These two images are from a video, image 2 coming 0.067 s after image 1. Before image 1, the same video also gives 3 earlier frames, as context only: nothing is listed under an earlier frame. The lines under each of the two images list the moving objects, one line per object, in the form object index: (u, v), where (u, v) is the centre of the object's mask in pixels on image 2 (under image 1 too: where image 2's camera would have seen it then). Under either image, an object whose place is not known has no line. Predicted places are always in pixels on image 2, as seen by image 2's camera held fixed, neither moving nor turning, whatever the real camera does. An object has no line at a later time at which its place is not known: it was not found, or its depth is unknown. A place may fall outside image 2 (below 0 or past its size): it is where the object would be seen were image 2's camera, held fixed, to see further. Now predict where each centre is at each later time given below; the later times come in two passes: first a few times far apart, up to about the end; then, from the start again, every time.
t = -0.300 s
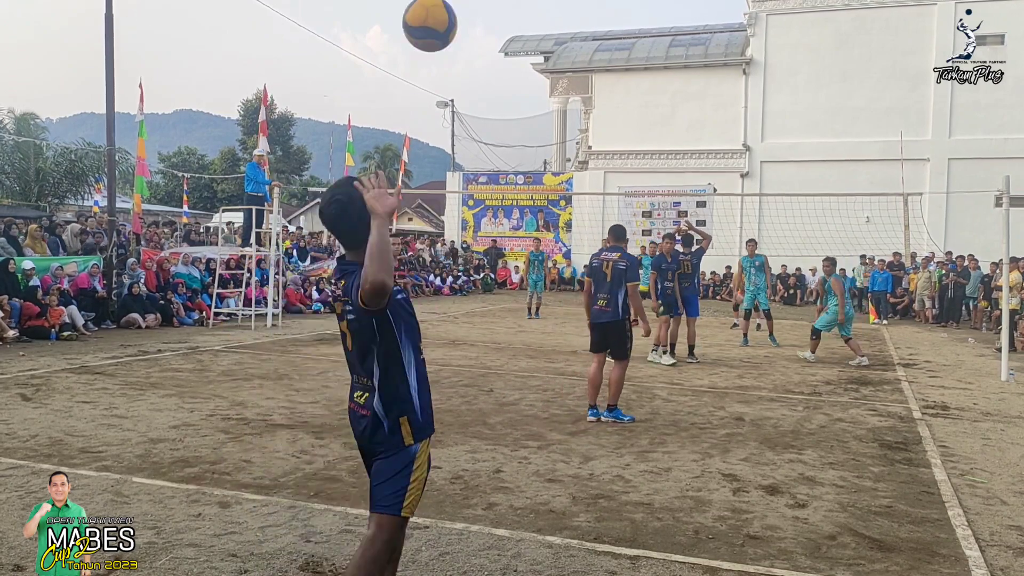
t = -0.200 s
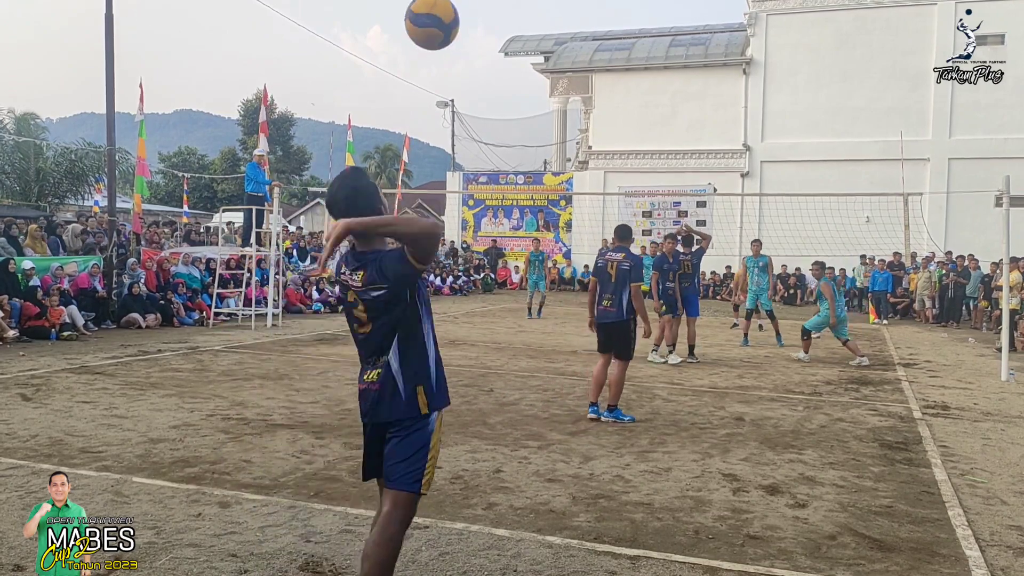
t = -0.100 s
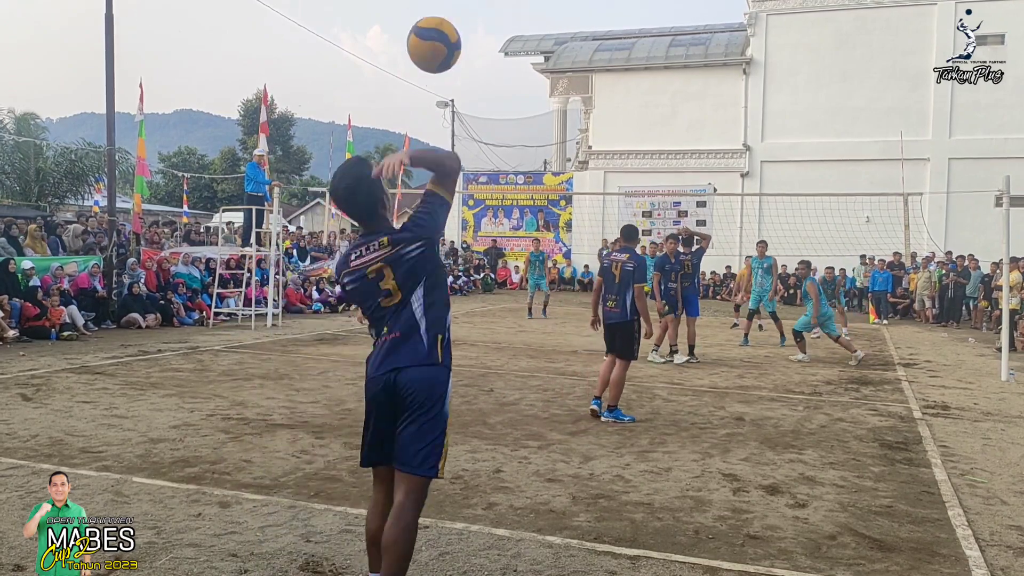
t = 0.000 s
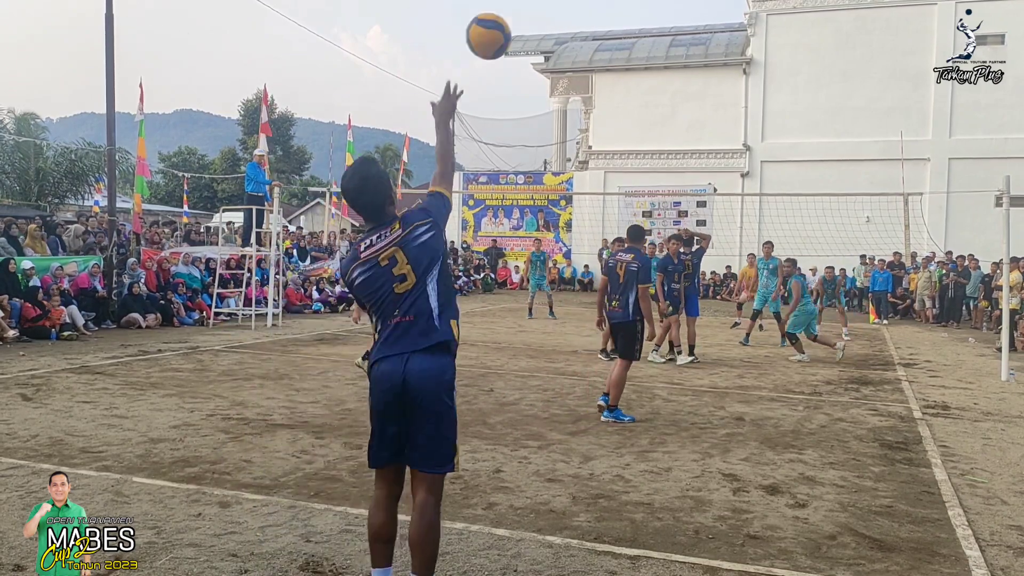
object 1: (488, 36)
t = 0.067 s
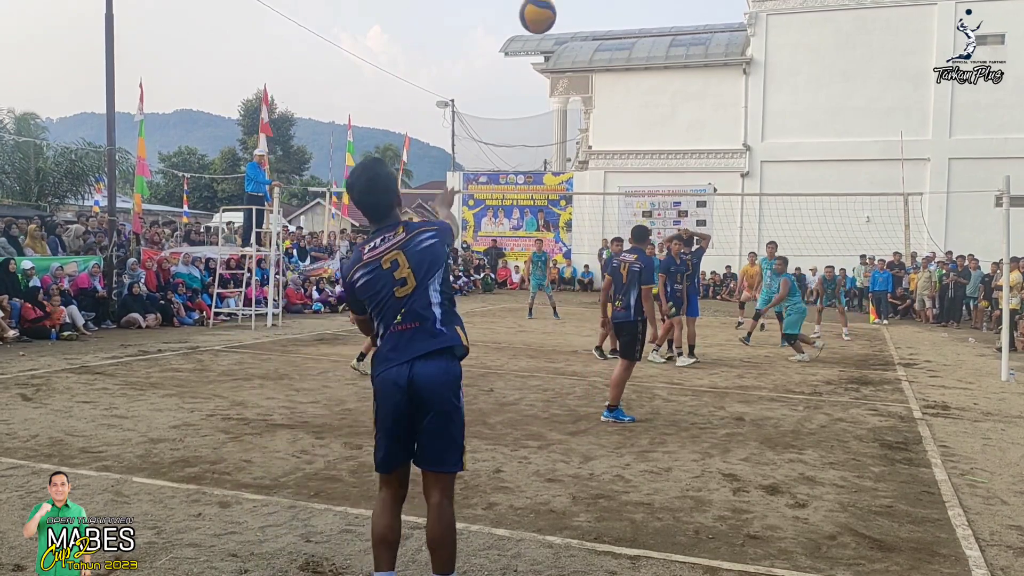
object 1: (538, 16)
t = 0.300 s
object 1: (624, 5)
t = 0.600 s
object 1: (677, 36)
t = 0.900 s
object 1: (706, 109)
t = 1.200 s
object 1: (722, 201)
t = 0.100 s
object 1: (556, 12)
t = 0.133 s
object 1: (571, 9)
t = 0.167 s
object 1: (585, 7)
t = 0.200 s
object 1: (596, 6)
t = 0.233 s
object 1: (606, 5)
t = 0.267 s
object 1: (615, 5)
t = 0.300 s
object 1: (624, 5)
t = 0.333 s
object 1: (631, 6)
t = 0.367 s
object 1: (639, 7)
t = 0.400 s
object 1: (646, 8)
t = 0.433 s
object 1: (652, 10)
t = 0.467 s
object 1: (658, 14)
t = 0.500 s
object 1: (664, 19)
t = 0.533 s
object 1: (669, 24)
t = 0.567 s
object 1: (674, 29)
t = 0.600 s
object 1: (677, 36)
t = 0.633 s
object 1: (681, 43)
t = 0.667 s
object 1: (685, 50)
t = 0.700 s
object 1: (690, 57)
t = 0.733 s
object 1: (693, 65)
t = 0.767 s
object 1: (696, 74)
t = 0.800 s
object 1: (699, 82)
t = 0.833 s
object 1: (701, 91)
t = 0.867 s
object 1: (704, 100)
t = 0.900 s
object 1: (706, 109)
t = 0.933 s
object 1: (708, 118)
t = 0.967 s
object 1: (710, 128)
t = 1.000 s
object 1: (712, 138)
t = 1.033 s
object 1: (714, 148)
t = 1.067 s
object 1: (716, 158)
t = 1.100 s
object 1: (717, 169)
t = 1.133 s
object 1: (718, 179)
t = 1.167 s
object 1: (720, 188)
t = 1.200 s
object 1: (722, 201)
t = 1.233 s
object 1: (723, 211)
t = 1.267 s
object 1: (724, 222)
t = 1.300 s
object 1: (725, 232)
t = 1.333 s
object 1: (727, 243)
